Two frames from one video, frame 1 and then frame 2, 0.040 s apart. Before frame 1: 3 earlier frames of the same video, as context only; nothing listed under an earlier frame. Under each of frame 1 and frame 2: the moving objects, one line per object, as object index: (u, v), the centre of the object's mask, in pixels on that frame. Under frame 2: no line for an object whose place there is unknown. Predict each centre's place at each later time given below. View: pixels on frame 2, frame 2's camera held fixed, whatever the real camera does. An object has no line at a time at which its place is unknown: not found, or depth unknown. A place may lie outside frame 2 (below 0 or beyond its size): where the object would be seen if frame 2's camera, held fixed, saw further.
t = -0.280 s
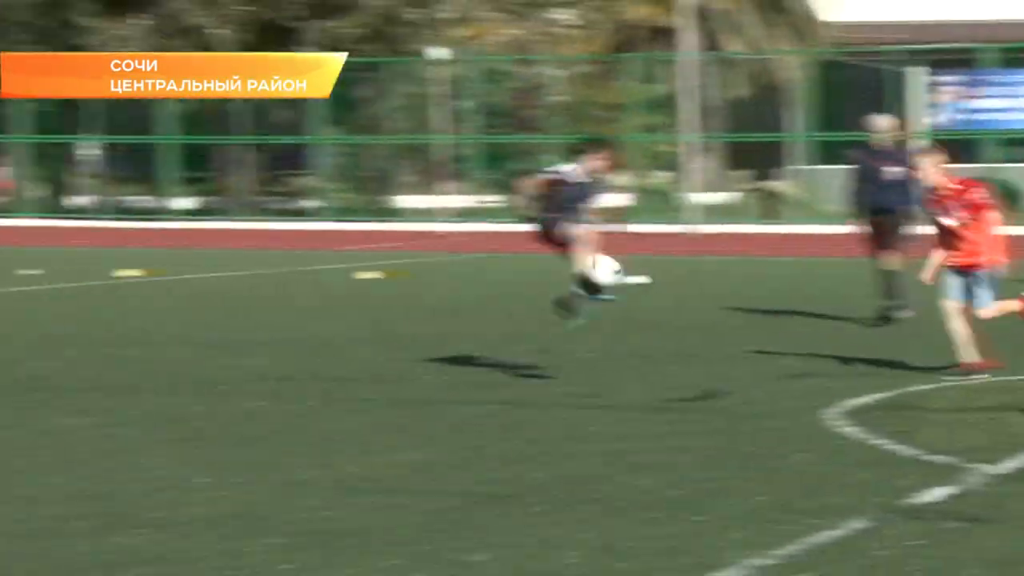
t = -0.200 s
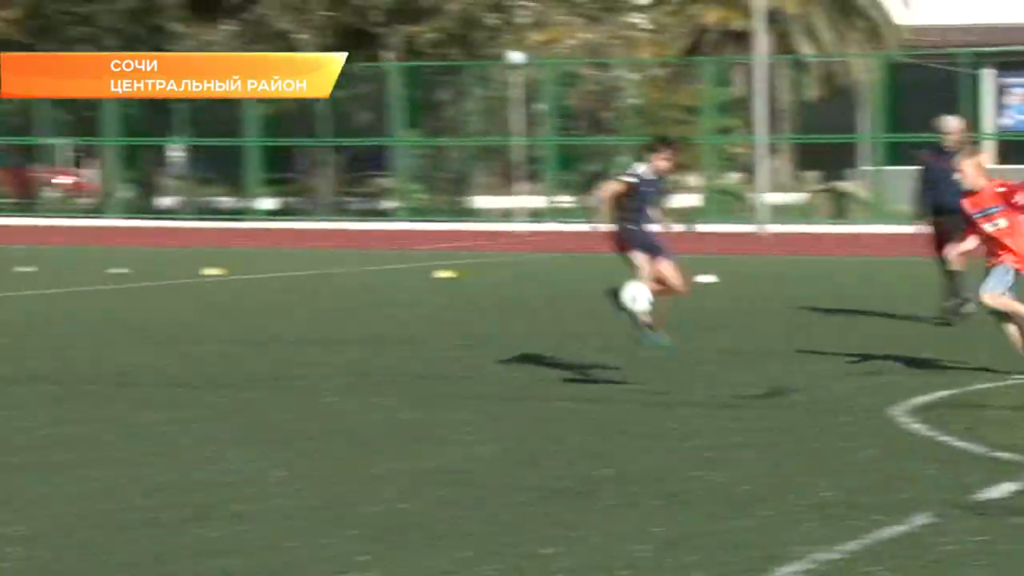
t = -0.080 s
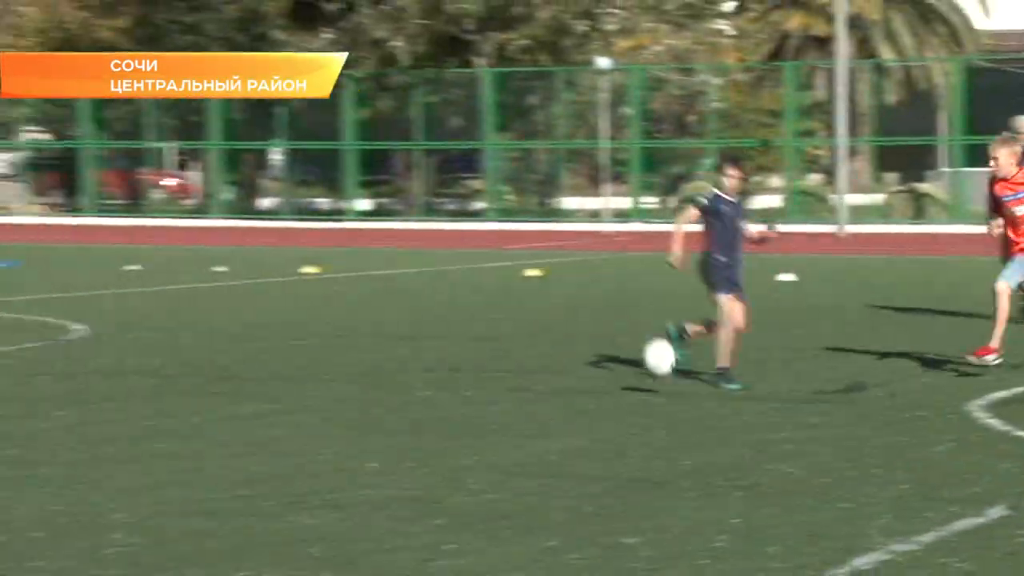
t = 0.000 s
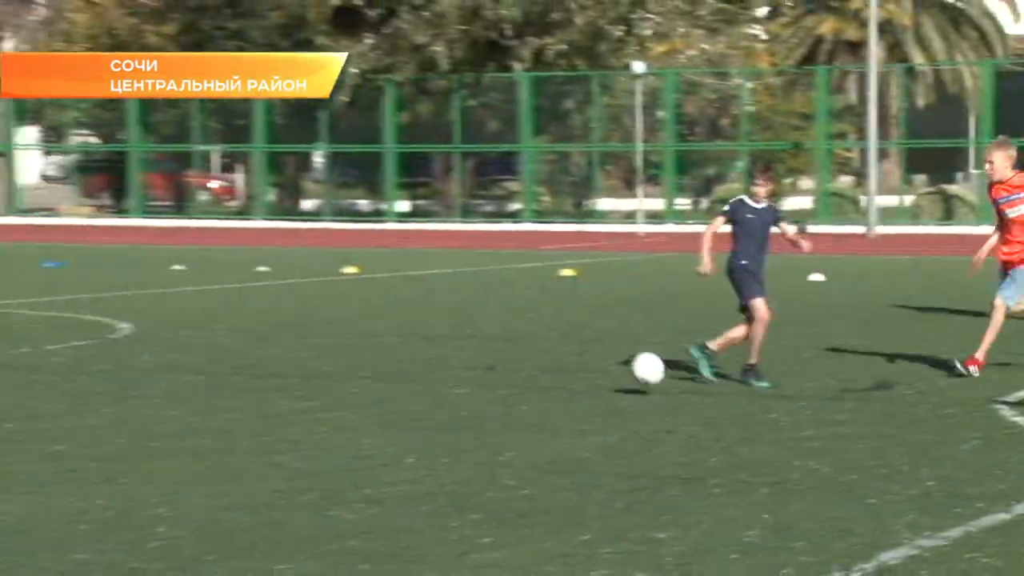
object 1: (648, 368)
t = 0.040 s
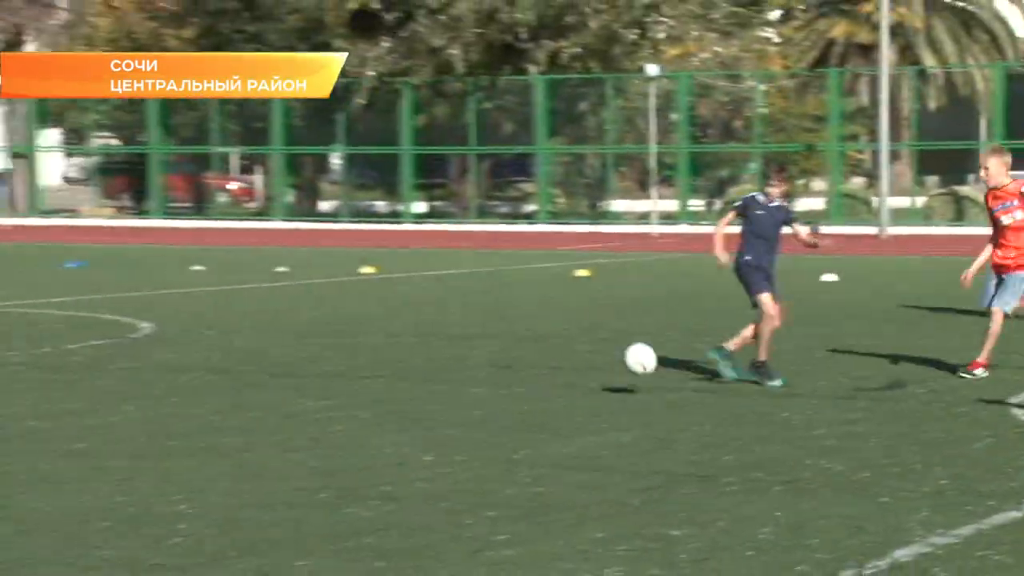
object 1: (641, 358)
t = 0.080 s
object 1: (617, 352)
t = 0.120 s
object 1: (594, 349)
